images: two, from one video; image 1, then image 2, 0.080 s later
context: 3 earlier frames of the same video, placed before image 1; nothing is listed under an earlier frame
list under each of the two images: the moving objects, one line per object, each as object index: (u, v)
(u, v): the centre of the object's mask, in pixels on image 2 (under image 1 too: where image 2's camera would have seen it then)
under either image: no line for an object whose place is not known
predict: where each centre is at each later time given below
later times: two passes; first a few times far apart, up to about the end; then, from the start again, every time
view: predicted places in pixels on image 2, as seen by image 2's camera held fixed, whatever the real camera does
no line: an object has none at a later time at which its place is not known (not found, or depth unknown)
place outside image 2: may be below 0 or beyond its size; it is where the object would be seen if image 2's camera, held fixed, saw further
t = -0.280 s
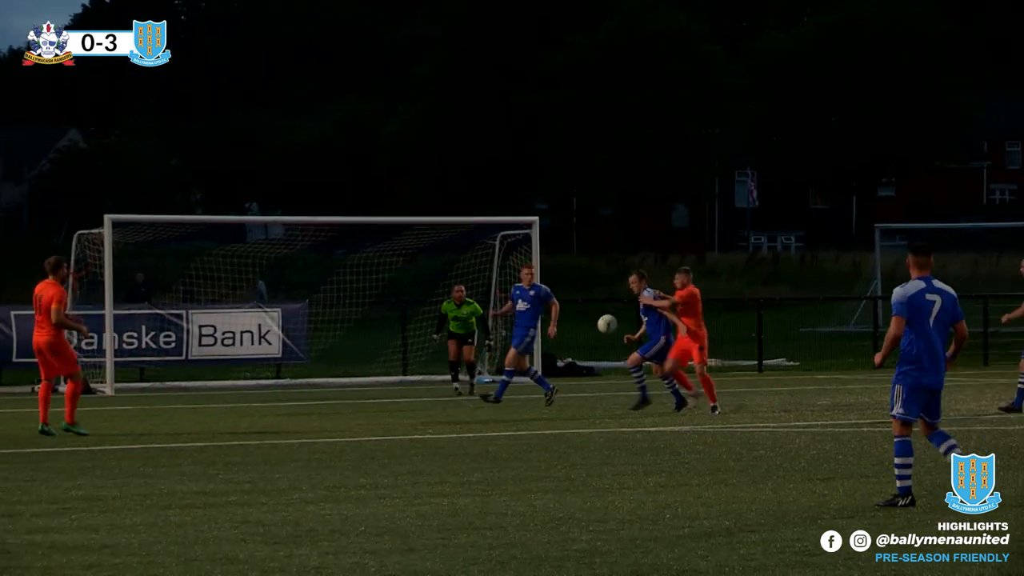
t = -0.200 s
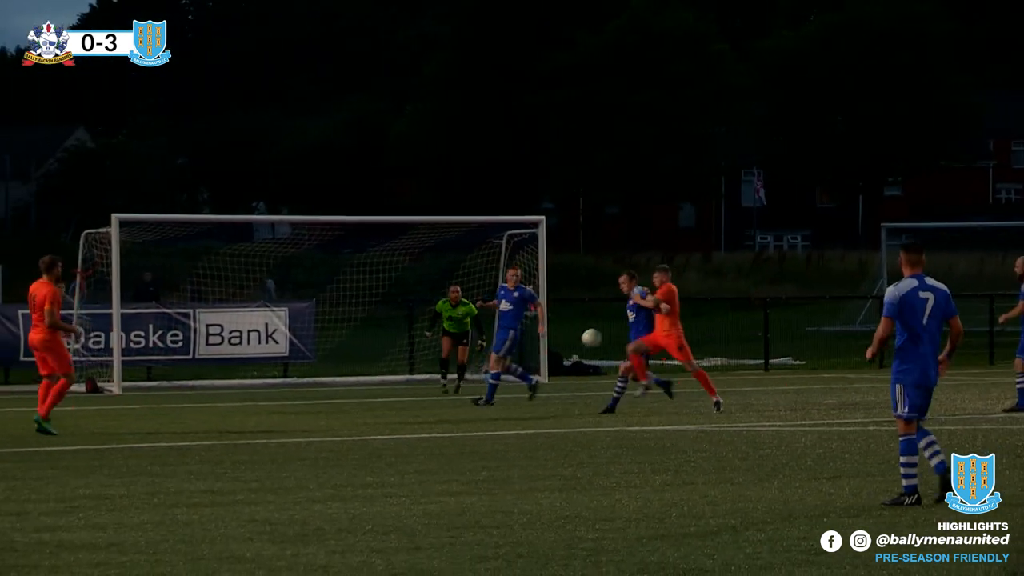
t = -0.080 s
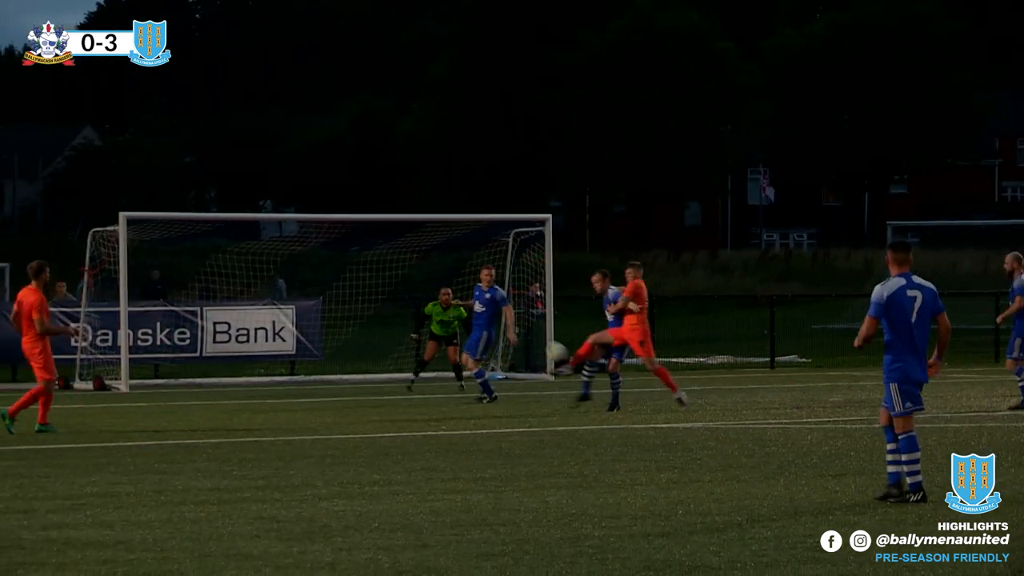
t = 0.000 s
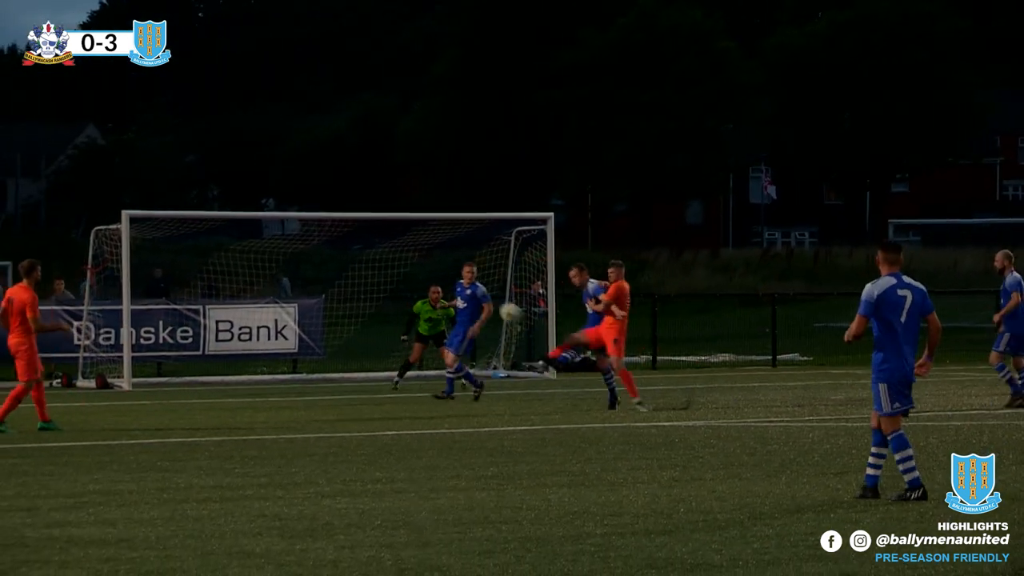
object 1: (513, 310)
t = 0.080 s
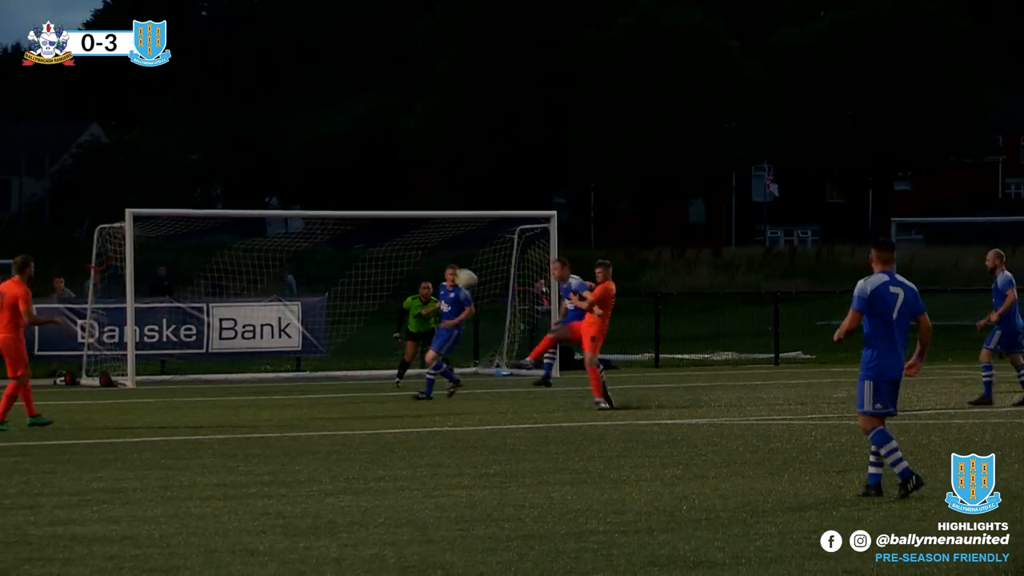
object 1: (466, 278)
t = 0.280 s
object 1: (347, 219)
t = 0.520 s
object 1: (208, 185)
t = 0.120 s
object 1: (441, 263)
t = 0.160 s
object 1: (418, 251)
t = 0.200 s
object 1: (394, 239)
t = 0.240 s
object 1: (370, 228)
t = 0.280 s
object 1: (347, 219)
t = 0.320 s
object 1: (324, 210)
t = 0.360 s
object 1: (300, 203)
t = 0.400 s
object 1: (277, 198)
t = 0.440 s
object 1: (253, 192)
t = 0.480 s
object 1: (231, 188)
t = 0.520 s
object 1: (208, 185)
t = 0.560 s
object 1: (184, 183)
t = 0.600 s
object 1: (161, 182)
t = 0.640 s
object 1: (137, 182)
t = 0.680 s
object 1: (114, 184)
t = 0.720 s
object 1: (90, 187)
